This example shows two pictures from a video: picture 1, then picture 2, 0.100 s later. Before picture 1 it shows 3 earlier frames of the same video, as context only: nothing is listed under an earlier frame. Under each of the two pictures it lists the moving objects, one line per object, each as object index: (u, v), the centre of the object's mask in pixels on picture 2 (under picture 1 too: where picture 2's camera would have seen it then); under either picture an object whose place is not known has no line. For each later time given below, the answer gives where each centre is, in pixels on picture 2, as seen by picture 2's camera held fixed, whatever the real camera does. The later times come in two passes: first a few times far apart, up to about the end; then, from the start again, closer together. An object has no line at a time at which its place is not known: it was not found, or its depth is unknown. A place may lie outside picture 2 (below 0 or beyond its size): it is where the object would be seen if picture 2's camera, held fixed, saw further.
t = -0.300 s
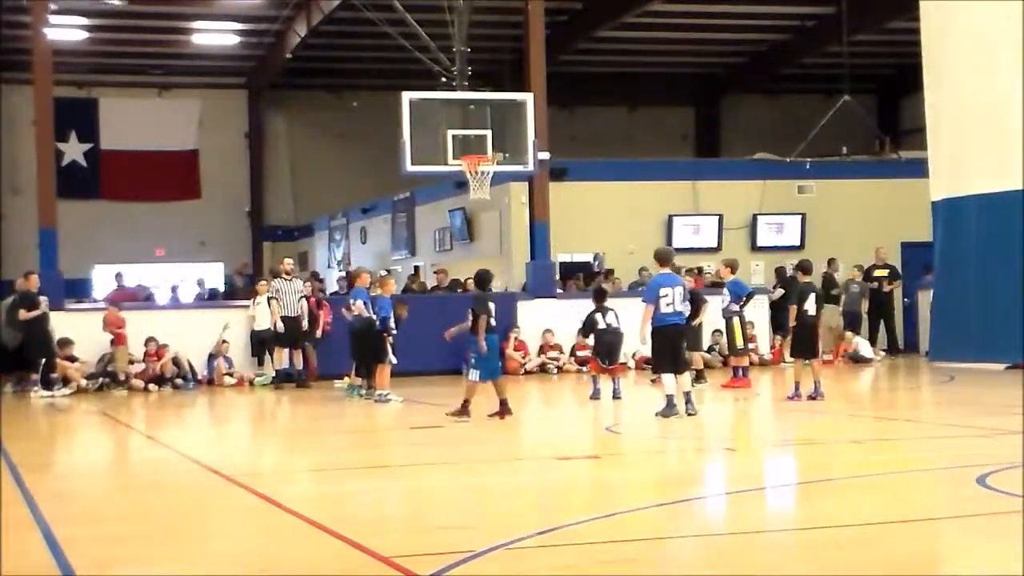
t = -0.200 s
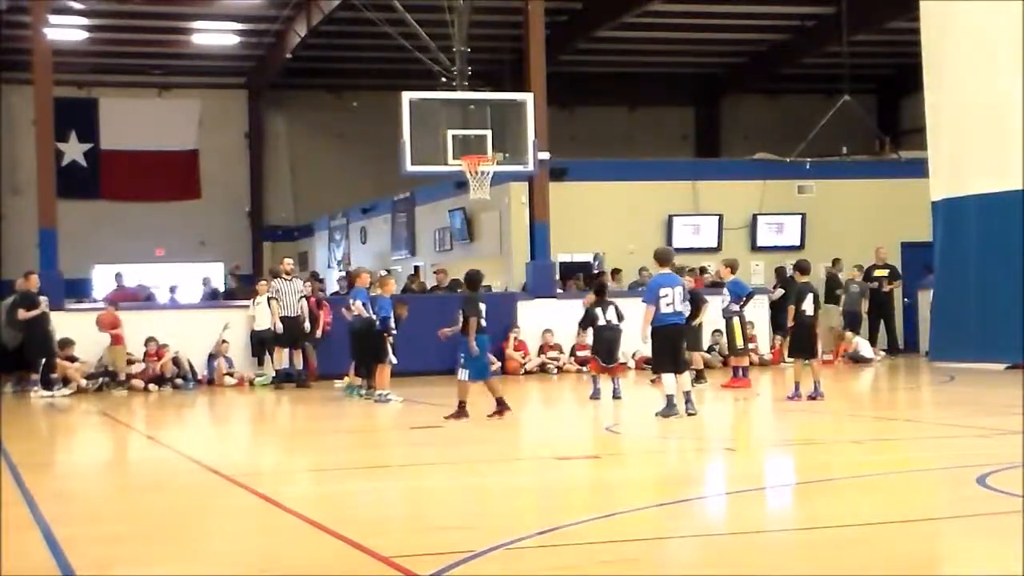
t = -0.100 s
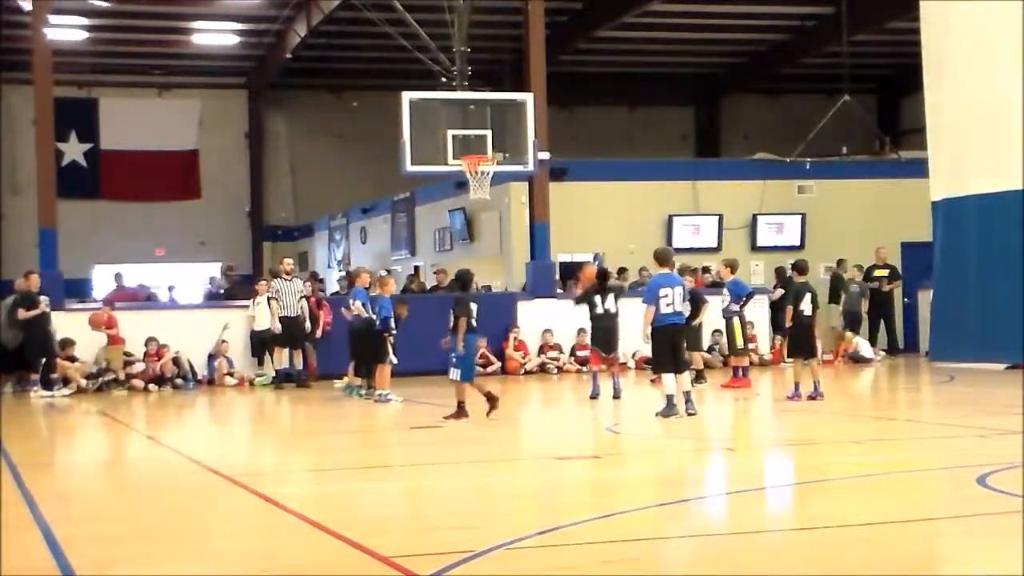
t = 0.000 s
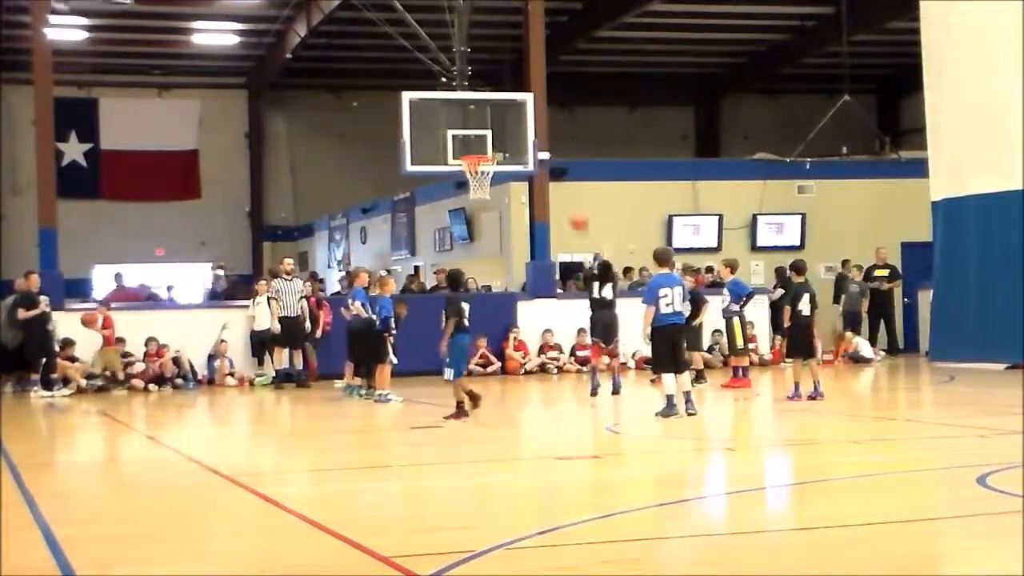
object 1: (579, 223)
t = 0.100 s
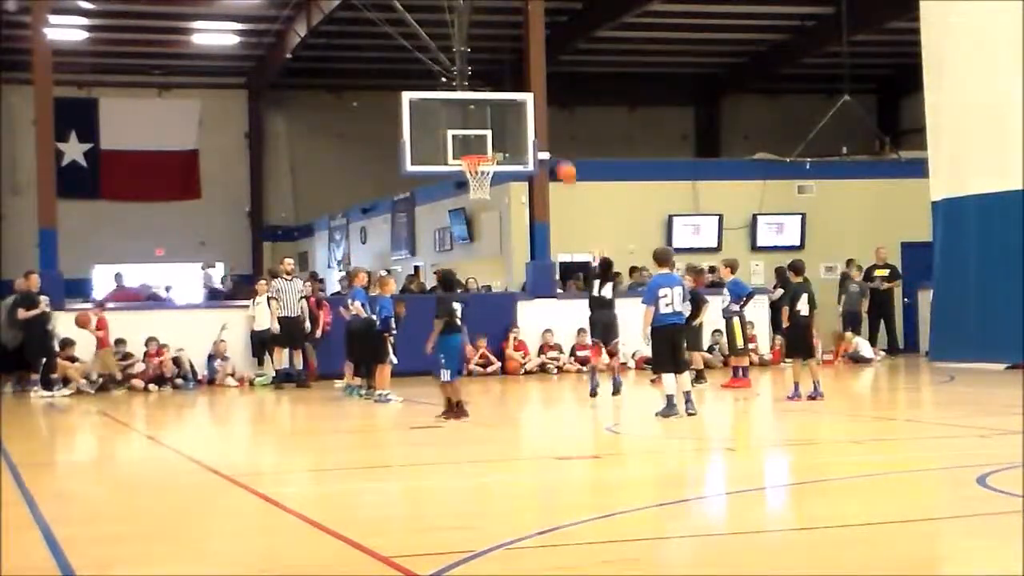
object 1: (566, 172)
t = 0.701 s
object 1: (500, 76)
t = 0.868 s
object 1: (485, 99)
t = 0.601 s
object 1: (510, 72)
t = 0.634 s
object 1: (507, 72)
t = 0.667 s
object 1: (504, 74)
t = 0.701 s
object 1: (500, 76)
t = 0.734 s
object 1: (497, 79)
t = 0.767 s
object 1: (495, 82)
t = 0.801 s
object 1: (492, 86)
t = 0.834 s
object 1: (489, 92)
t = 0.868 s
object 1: (485, 99)
